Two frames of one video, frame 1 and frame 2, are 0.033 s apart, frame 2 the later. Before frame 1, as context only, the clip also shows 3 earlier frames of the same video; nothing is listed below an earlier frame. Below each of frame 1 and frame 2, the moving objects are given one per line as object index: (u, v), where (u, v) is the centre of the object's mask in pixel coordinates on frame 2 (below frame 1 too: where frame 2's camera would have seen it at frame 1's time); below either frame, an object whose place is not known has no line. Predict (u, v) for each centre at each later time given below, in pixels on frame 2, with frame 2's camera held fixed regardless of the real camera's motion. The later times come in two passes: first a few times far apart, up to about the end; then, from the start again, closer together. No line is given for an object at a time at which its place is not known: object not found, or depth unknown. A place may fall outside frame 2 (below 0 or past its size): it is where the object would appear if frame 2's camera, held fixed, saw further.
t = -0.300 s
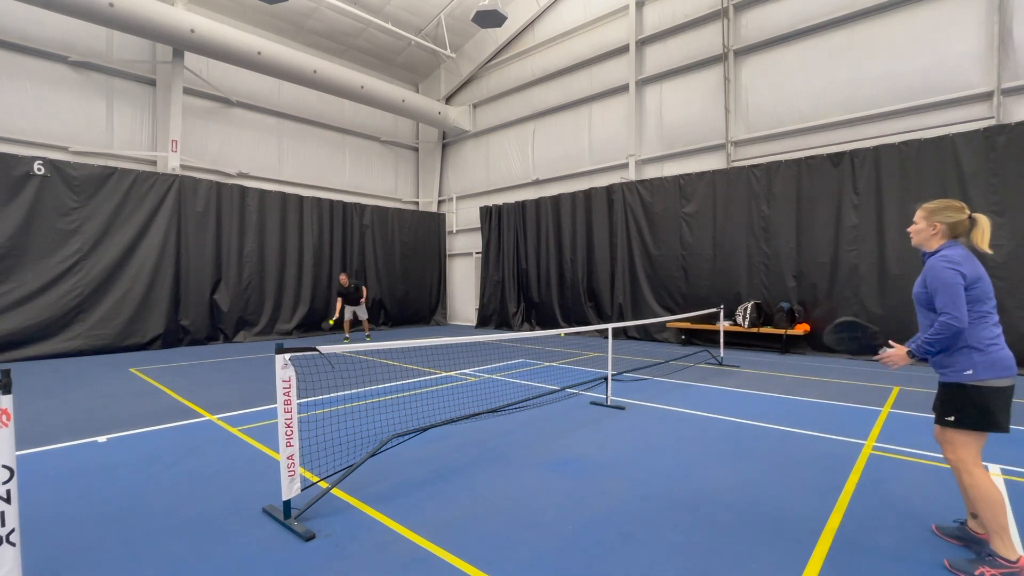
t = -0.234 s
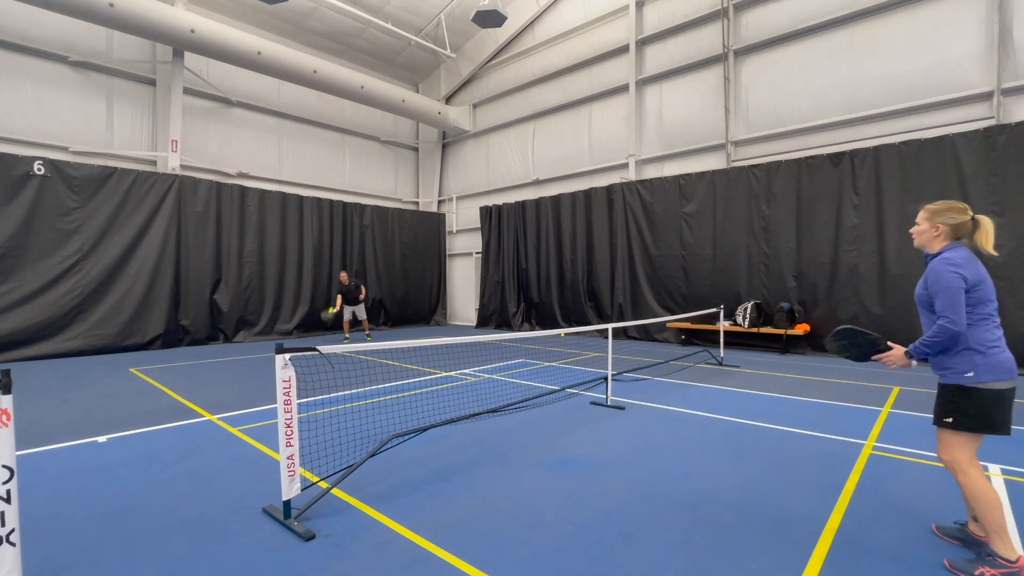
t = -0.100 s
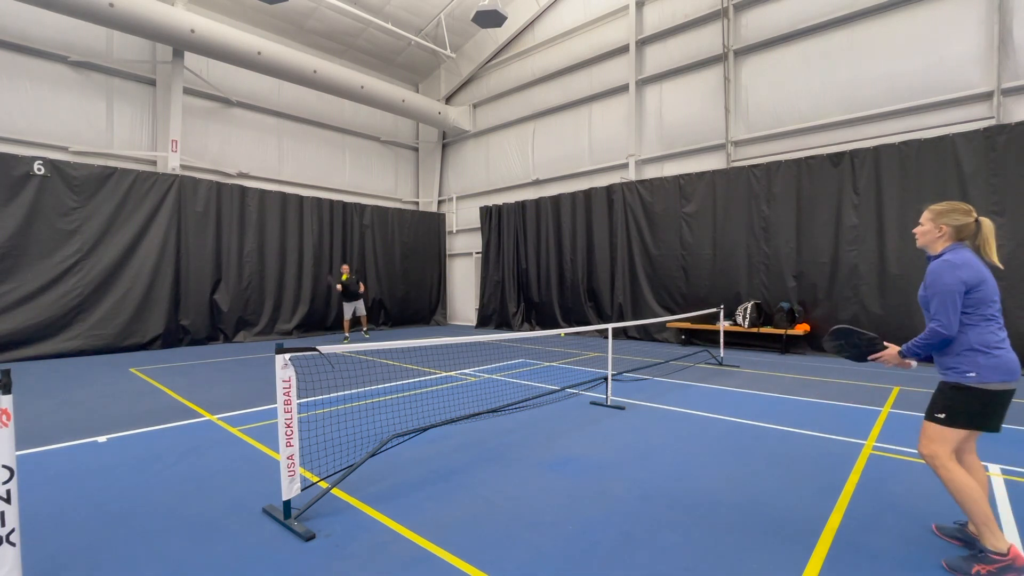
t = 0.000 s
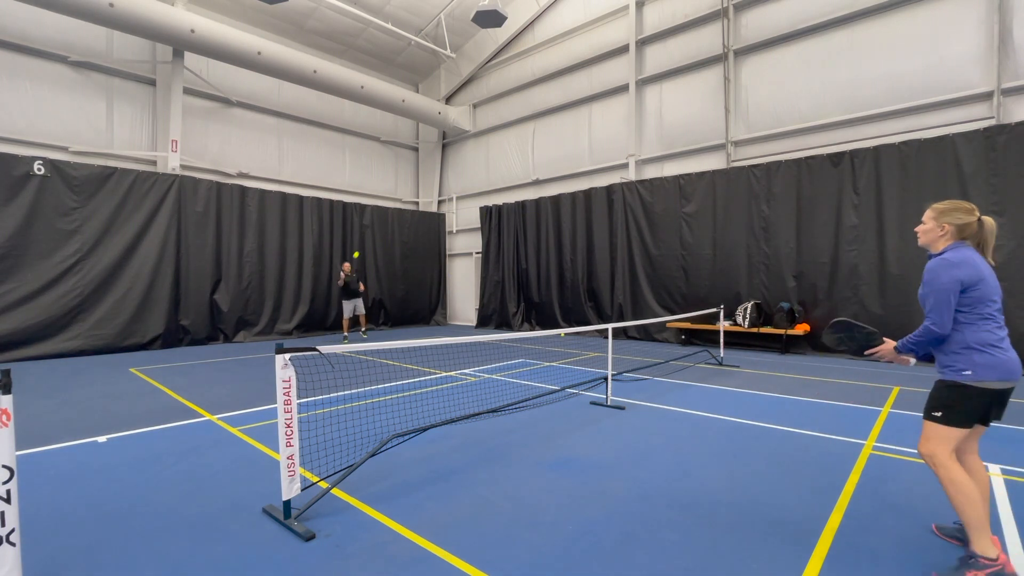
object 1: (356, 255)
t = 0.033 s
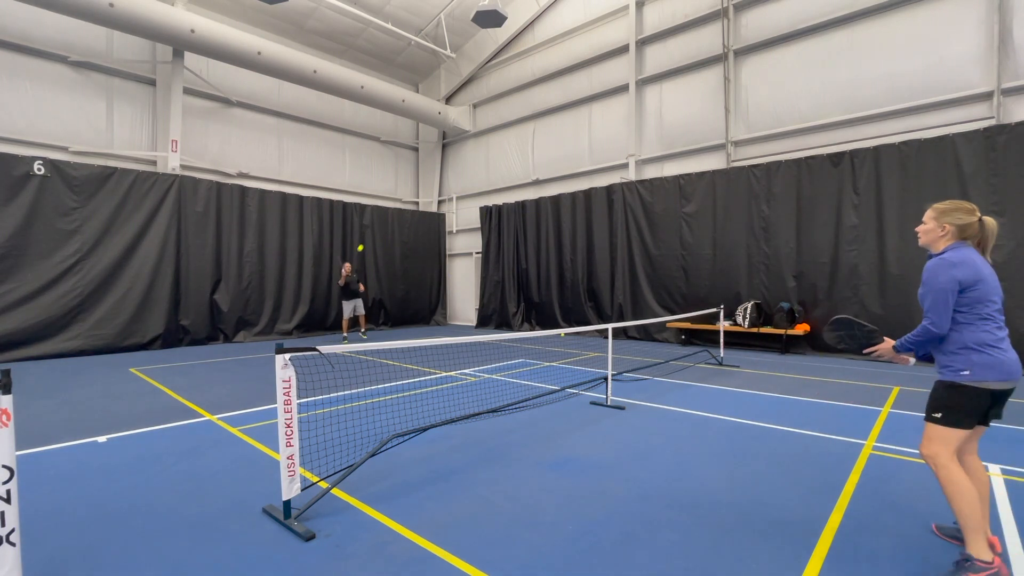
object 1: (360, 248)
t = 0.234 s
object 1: (391, 215)
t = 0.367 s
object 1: (417, 203)
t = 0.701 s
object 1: (514, 236)
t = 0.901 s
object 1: (613, 336)
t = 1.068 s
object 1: (738, 501)
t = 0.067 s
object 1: (364, 241)
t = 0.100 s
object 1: (369, 235)
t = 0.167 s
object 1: (379, 224)
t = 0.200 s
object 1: (385, 219)
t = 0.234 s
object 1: (391, 215)
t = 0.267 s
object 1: (396, 211)
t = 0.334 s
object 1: (410, 205)
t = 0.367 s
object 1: (417, 203)
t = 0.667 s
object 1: (501, 227)
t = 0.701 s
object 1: (514, 236)
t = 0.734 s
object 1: (528, 247)
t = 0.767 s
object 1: (542, 259)
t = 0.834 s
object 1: (575, 292)
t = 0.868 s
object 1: (593, 313)
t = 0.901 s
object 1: (613, 336)
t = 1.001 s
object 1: (683, 429)
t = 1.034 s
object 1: (711, 470)
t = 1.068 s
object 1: (738, 501)
